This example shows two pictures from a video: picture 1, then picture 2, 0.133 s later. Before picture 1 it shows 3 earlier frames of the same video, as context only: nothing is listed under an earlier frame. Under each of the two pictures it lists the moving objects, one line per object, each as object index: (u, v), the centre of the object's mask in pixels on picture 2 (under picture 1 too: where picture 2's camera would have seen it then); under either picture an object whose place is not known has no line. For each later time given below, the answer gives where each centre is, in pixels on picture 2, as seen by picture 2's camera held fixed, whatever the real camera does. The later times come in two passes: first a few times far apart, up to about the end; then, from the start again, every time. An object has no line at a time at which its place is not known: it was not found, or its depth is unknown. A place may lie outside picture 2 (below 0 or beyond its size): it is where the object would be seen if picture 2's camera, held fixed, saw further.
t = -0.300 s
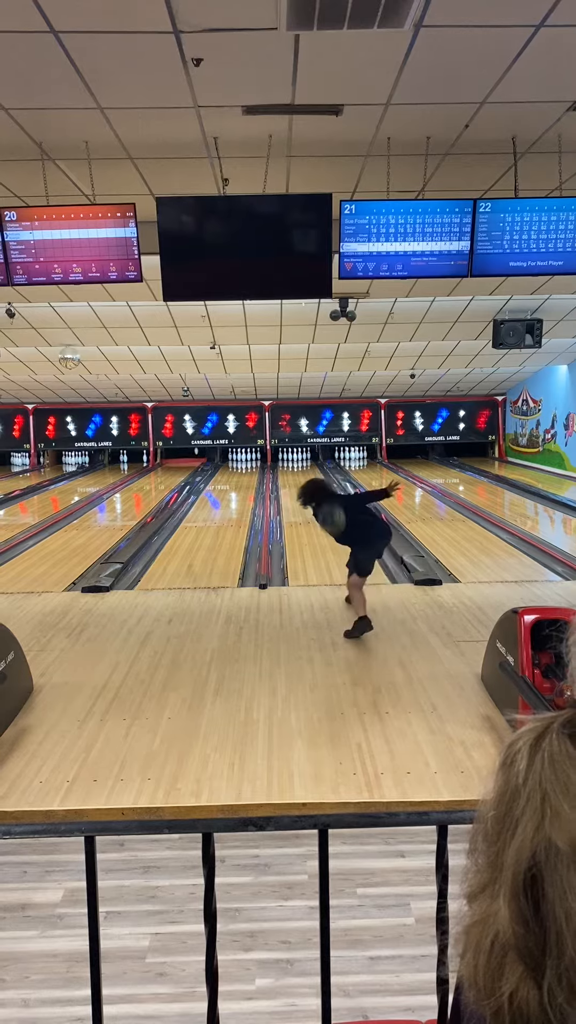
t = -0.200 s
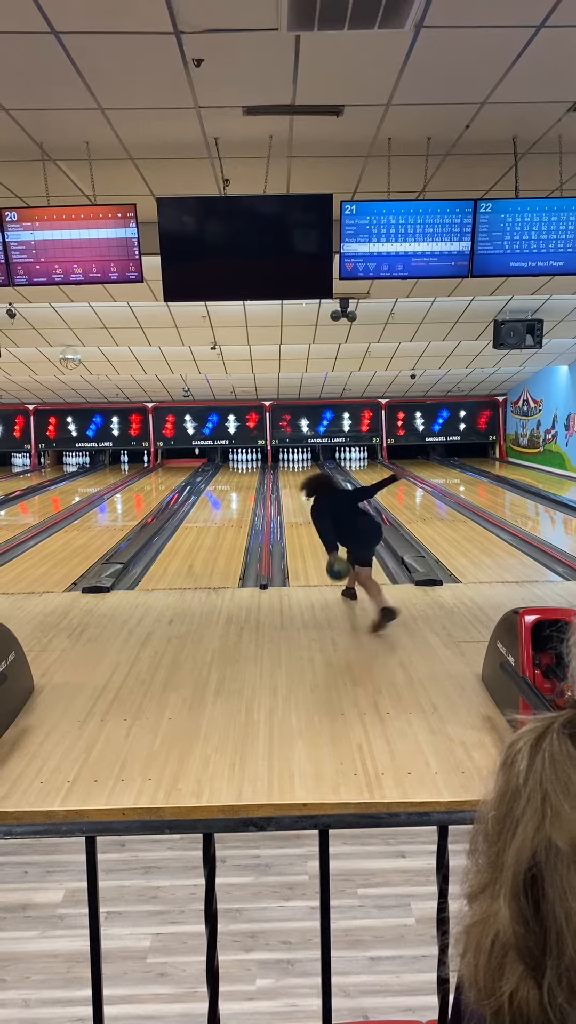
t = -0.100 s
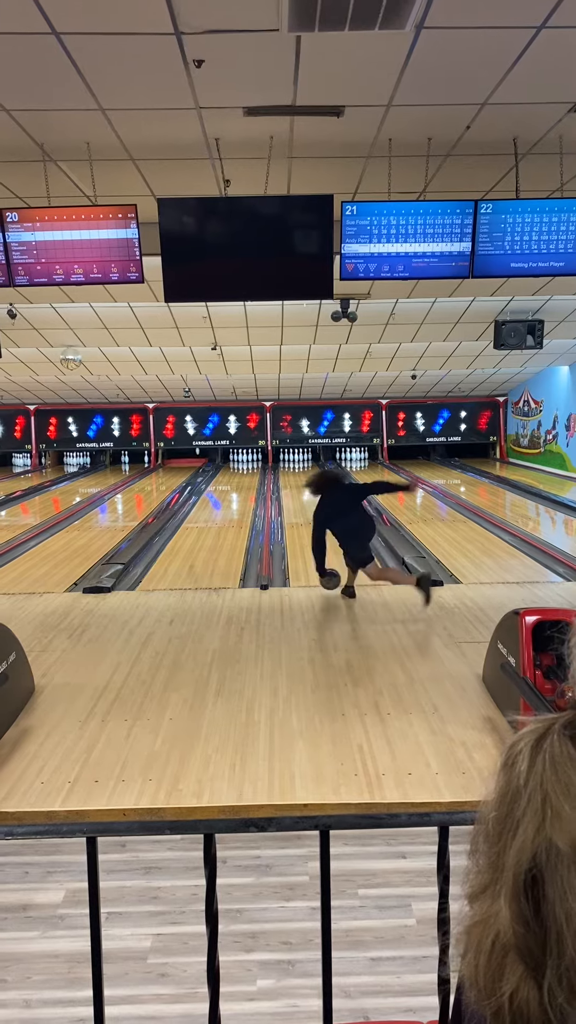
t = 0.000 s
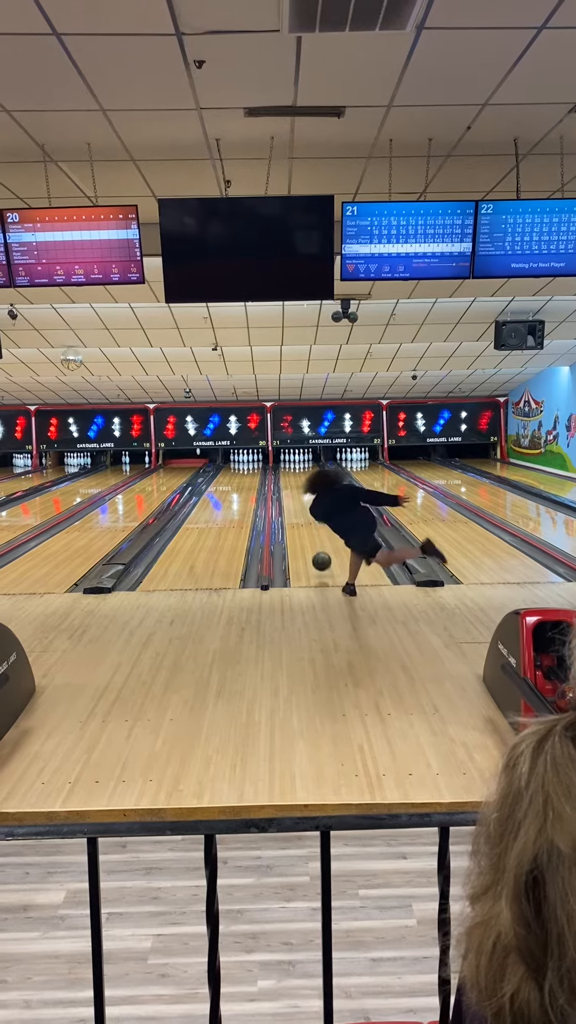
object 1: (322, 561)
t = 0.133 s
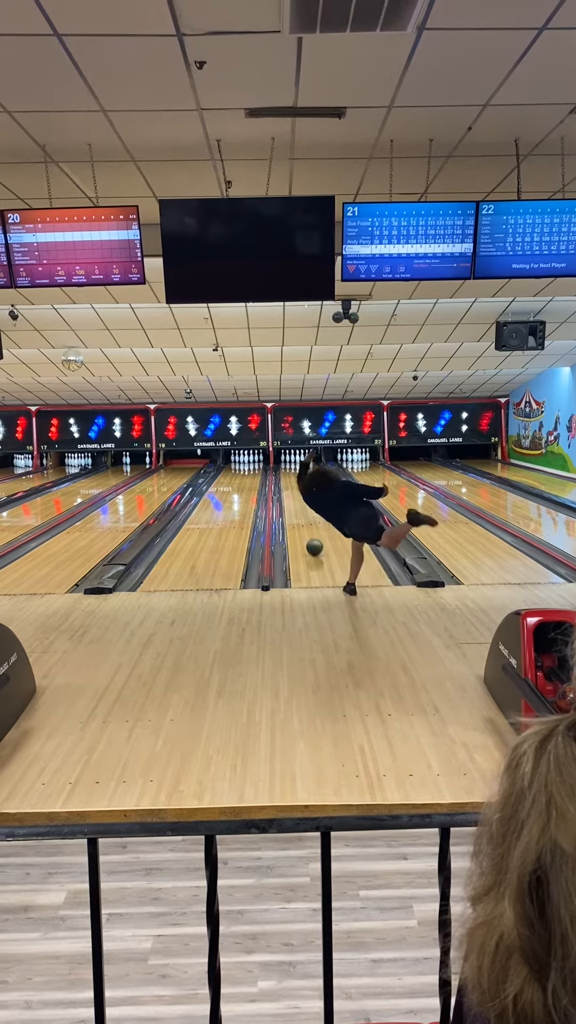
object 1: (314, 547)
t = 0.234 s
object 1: (310, 535)
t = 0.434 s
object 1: (300, 517)
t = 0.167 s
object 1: (313, 543)
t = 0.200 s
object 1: (311, 539)
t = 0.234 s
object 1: (310, 535)
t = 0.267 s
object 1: (308, 532)
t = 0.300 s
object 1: (307, 528)
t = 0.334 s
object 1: (306, 525)
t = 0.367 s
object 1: (304, 522)
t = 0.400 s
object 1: (304, 520)
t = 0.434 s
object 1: (300, 517)
